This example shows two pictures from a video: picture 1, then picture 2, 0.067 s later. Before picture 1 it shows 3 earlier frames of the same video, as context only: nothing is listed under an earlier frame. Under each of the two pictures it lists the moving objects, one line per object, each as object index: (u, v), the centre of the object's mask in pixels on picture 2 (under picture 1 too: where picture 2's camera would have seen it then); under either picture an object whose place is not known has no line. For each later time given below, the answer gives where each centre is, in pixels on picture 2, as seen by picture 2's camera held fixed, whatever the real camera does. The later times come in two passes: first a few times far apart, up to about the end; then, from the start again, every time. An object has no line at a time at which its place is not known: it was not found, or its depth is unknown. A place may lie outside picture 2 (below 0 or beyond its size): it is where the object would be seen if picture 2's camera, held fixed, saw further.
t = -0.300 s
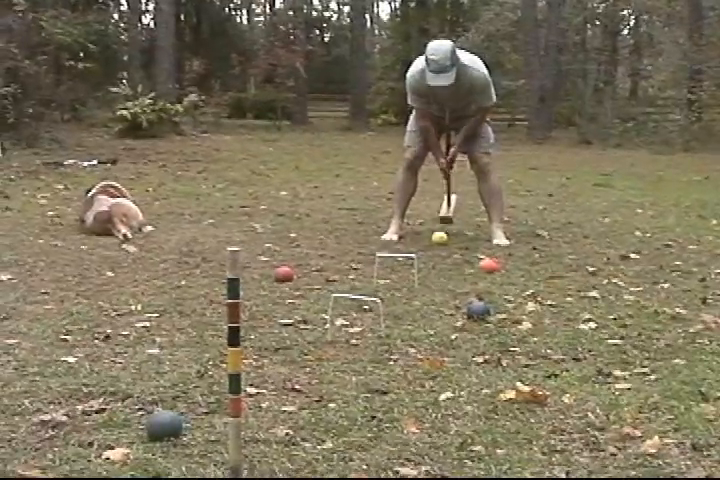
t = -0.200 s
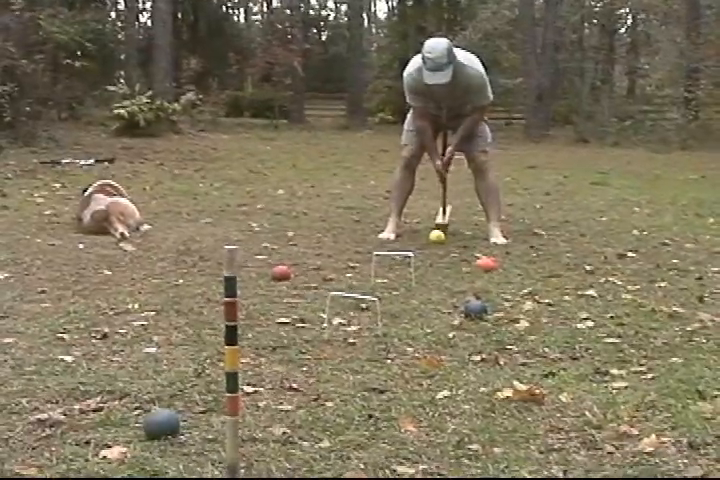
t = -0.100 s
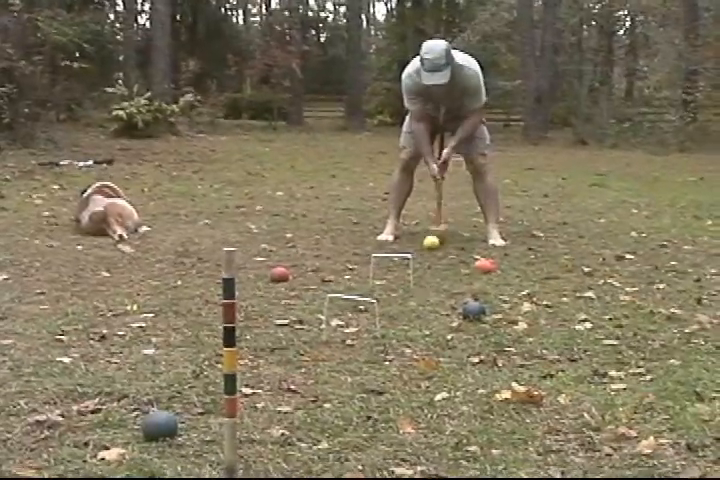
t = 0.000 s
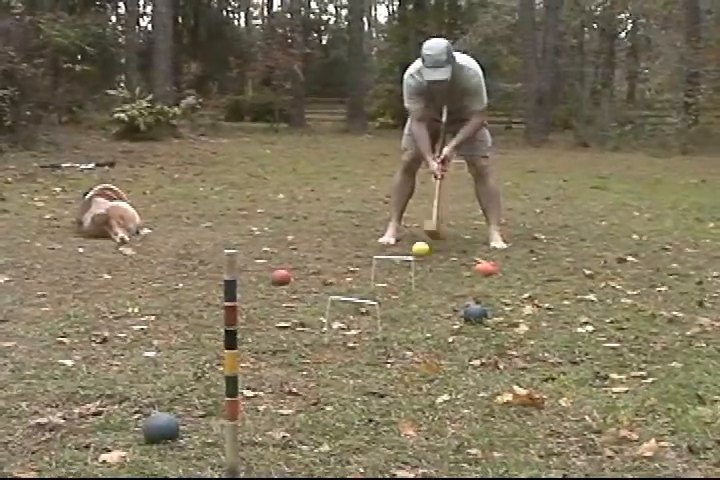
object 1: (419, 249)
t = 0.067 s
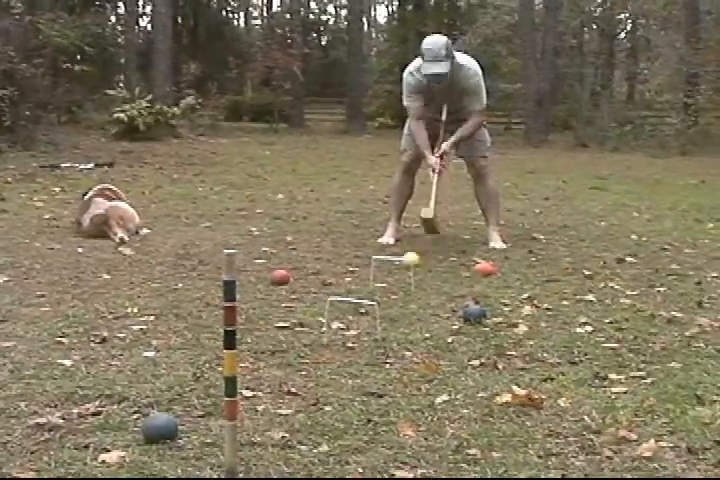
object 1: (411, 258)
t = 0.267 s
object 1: (389, 271)
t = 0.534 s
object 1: (373, 301)
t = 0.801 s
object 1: (354, 332)
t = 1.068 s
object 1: (310, 401)
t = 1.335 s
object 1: (268, 448)
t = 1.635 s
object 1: (386, 449)
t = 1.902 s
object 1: (451, 452)
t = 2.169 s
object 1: (477, 448)
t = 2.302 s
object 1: (476, 448)
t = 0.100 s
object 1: (407, 261)
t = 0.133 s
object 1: (404, 263)
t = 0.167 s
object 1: (400, 267)
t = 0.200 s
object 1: (397, 271)
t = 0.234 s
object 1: (393, 270)
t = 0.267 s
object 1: (389, 271)
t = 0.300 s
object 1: (385, 274)
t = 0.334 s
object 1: (381, 281)
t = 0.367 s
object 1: (379, 289)
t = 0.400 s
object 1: (378, 289)
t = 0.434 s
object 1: (377, 291)
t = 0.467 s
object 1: (376, 294)
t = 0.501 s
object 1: (374, 302)
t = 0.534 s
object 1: (373, 301)
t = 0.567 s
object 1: (372, 301)
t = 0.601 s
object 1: (369, 304)
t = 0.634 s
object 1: (367, 308)
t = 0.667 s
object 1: (365, 316)
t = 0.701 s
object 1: (364, 329)
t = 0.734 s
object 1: (362, 333)
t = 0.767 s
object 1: (358, 330)
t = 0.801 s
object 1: (354, 332)
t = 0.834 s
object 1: (350, 337)
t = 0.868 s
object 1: (346, 346)
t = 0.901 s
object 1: (342, 360)
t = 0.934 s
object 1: (336, 371)
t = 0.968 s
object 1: (332, 377)
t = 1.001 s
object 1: (325, 383)
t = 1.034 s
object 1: (318, 393)
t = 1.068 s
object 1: (310, 401)
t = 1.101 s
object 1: (303, 408)
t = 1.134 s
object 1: (296, 417)
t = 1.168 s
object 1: (287, 425)
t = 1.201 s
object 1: (278, 434)
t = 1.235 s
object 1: (268, 442)
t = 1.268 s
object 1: (259, 450)
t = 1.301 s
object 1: (253, 457)
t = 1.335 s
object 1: (268, 448)
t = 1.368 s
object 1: (284, 442)
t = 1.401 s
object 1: (300, 442)
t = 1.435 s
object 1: (317, 446)
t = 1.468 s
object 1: (334, 452)
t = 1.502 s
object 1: (345, 450)
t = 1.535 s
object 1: (356, 449)
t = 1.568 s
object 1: (369, 453)
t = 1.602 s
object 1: (378, 450)
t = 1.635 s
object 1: (386, 449)
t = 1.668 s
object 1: (395, 450)
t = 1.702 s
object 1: (403, 451)
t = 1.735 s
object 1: (412, 452)
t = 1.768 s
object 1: (421, 453)
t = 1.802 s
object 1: (430, 454)
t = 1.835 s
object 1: (439, 454)
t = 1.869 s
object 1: (445, 453)
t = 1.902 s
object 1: (451, 452)
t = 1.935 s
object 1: (456, 453)
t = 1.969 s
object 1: (460, 453)
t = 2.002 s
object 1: (464, 452)
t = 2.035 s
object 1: (467, 451)
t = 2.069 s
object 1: (471, 450)
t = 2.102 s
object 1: (473, 449)
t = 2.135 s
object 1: (475, 449)
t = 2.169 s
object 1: (477, 448)
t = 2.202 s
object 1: (478, 448)
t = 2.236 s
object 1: (478, 448)
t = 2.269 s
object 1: (477, 448)
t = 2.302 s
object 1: (476, 448)
